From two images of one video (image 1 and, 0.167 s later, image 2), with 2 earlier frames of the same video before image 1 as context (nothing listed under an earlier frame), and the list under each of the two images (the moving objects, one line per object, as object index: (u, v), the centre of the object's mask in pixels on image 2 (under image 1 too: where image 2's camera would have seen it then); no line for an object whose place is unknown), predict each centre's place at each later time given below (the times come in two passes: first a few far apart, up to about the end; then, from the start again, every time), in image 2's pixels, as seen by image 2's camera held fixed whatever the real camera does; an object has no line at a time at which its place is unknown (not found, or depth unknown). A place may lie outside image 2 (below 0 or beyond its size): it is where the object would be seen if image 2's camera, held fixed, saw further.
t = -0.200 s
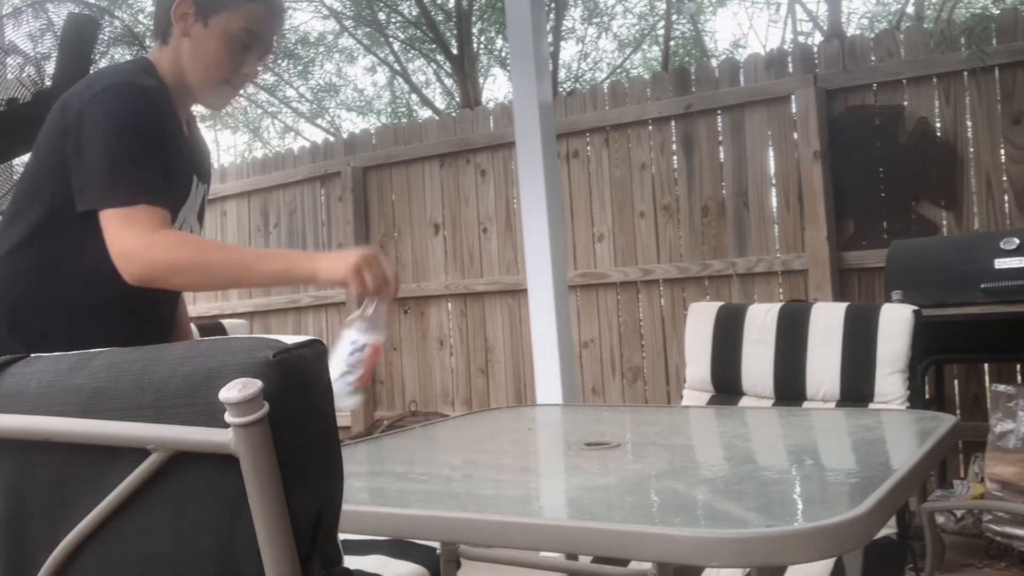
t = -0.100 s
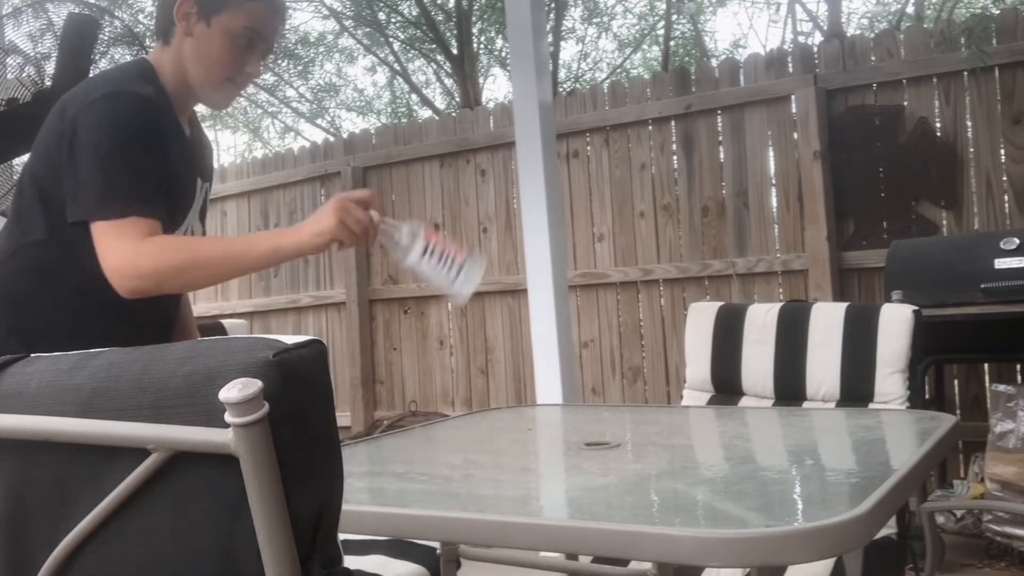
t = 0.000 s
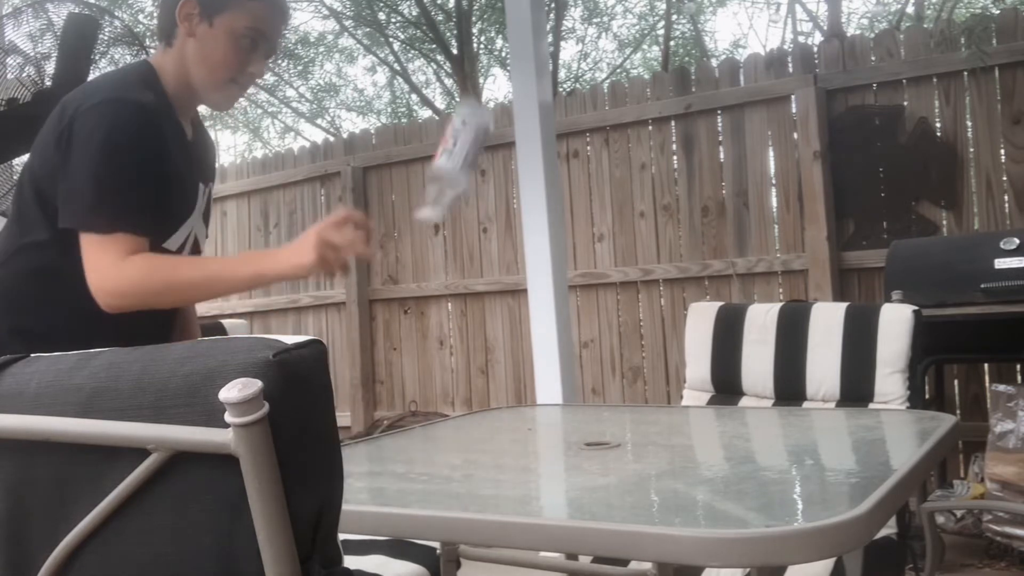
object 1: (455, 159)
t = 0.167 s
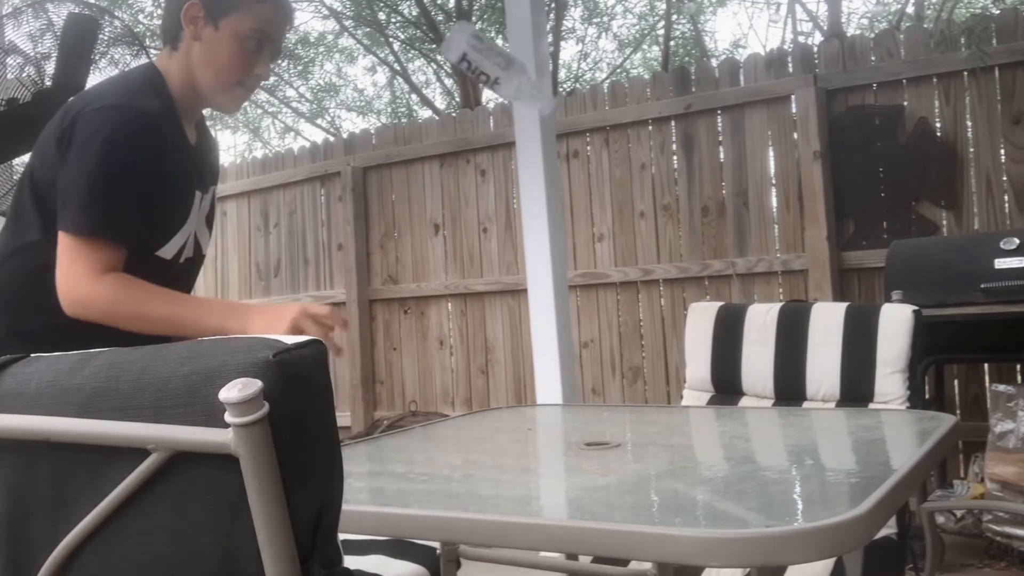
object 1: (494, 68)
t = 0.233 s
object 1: (509, 84)
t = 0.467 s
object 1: (567, 345)
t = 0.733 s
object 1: (643, 421)
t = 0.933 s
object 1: (643, 420)
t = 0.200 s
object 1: (501, 72)
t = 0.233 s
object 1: (509, 84)
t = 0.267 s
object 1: (517, 104)
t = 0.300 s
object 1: (523, 128)
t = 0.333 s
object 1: (532, 158)
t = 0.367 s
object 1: (541, 195)
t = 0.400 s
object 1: (549, 239)
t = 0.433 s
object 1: (559, 287)
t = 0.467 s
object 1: (567, 345)
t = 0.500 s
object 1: (580, 389)
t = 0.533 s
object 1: (593, 393)
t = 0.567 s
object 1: (608, 399)
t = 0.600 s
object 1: (617, 415)
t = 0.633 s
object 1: (624, 420)
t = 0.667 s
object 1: (633, 421)
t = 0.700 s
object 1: (640, 420)
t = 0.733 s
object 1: (643, 421)
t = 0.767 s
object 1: (643, 421)
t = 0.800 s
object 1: (643, 421)
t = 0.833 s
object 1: (643, 420)
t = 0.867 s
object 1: (643, 420)
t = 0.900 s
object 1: (643, 420)
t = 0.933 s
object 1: (643, 420)
